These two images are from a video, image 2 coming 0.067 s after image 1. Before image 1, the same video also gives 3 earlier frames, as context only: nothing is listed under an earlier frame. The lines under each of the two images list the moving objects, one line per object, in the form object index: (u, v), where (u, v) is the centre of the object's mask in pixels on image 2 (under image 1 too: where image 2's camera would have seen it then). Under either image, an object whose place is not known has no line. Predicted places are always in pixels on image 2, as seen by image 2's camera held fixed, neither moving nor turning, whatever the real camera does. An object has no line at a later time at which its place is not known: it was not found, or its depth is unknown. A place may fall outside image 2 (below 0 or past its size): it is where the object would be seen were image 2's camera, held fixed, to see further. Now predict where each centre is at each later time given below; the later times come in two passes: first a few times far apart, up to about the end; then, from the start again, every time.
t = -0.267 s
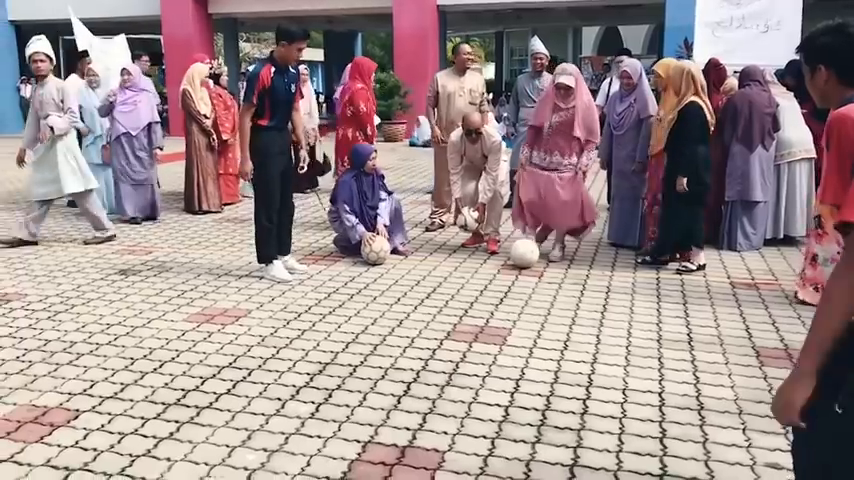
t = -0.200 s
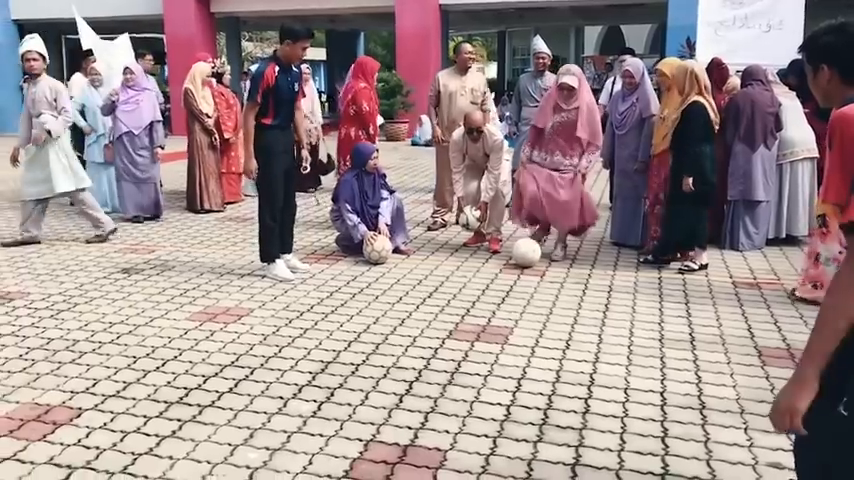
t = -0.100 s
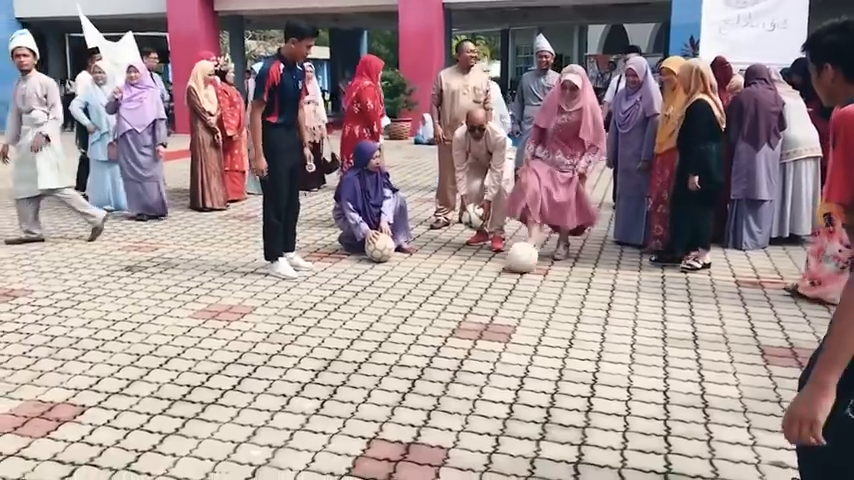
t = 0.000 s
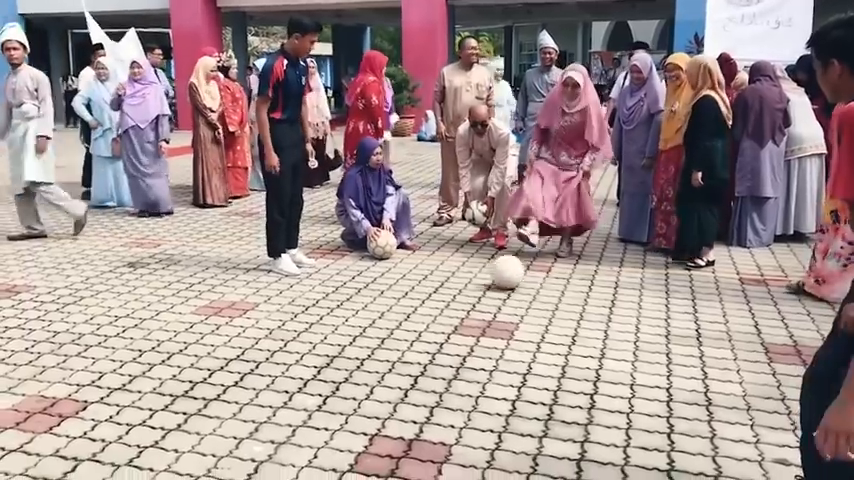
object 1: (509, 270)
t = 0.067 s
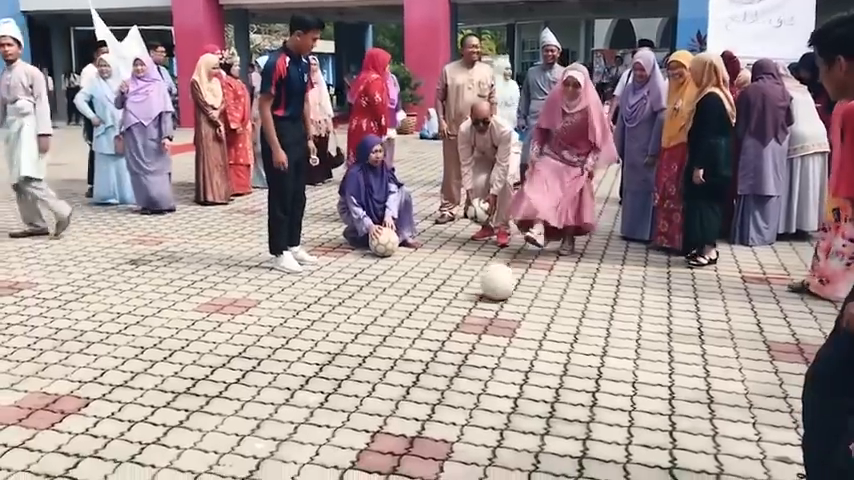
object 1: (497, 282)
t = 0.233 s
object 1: (470, 309)
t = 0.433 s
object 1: (434, 352)
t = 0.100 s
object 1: (492, 289)
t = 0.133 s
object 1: (486, 293)
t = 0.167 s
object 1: (481, 299)
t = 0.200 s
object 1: (476, 306)
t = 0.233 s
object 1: (470, 309)
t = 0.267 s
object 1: (465, 314)
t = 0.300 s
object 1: (459, 321)
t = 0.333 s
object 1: (453, 330)
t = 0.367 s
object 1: (447, 336)
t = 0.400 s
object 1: (440, 344)
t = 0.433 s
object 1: (434, 352)
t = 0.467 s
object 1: (427, 359)
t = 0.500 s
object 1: (420, 369)
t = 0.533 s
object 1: (412, 378)
